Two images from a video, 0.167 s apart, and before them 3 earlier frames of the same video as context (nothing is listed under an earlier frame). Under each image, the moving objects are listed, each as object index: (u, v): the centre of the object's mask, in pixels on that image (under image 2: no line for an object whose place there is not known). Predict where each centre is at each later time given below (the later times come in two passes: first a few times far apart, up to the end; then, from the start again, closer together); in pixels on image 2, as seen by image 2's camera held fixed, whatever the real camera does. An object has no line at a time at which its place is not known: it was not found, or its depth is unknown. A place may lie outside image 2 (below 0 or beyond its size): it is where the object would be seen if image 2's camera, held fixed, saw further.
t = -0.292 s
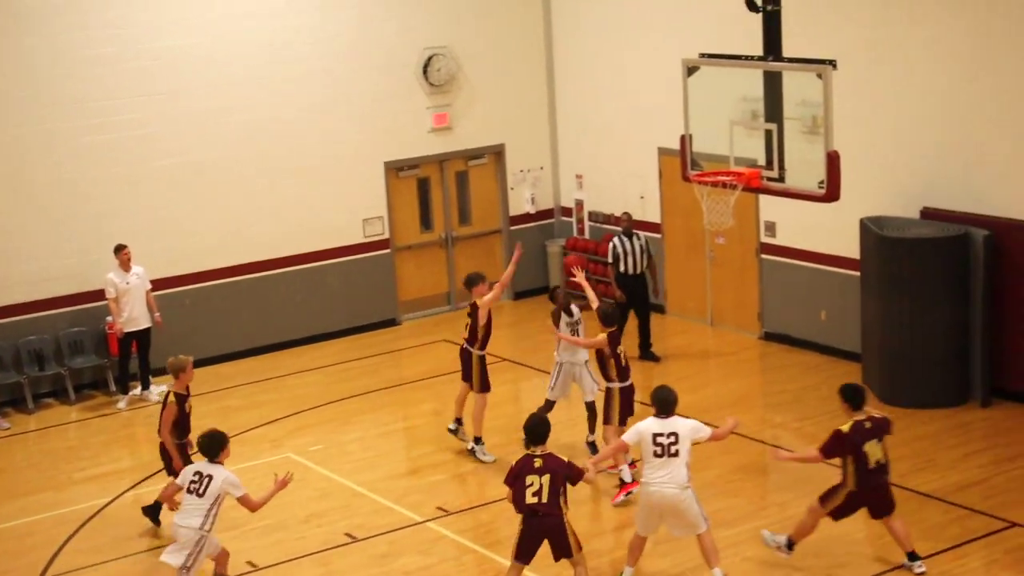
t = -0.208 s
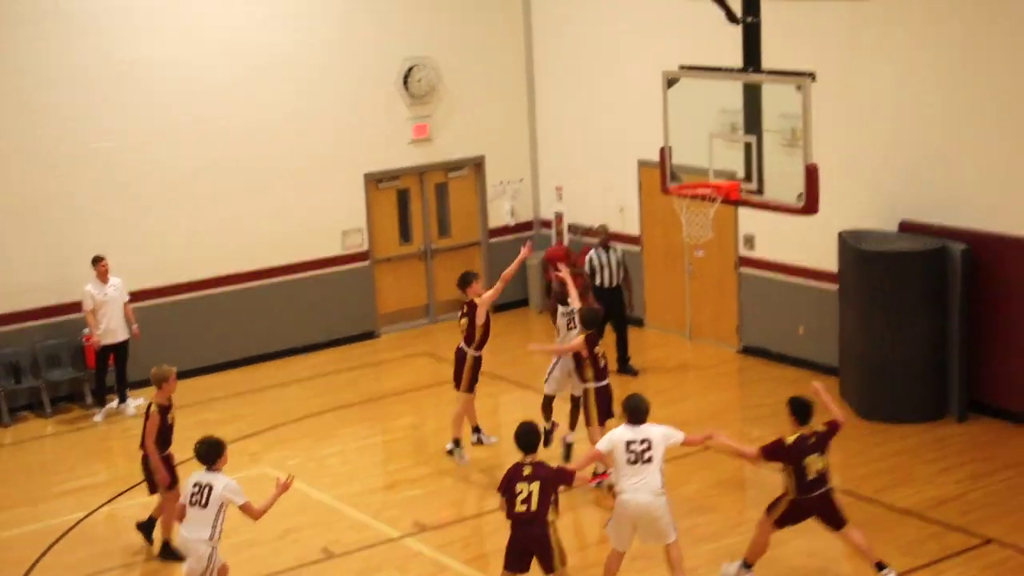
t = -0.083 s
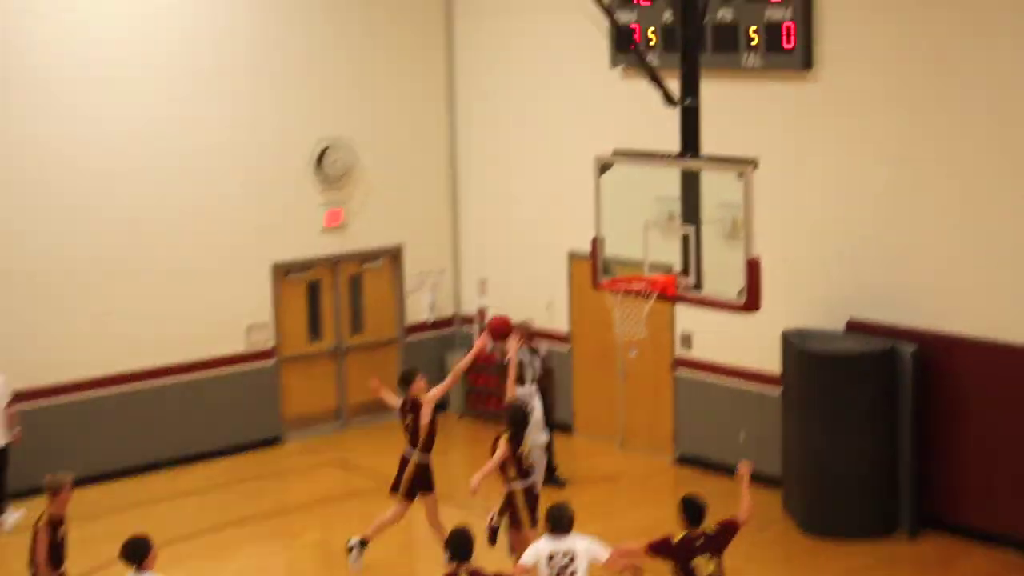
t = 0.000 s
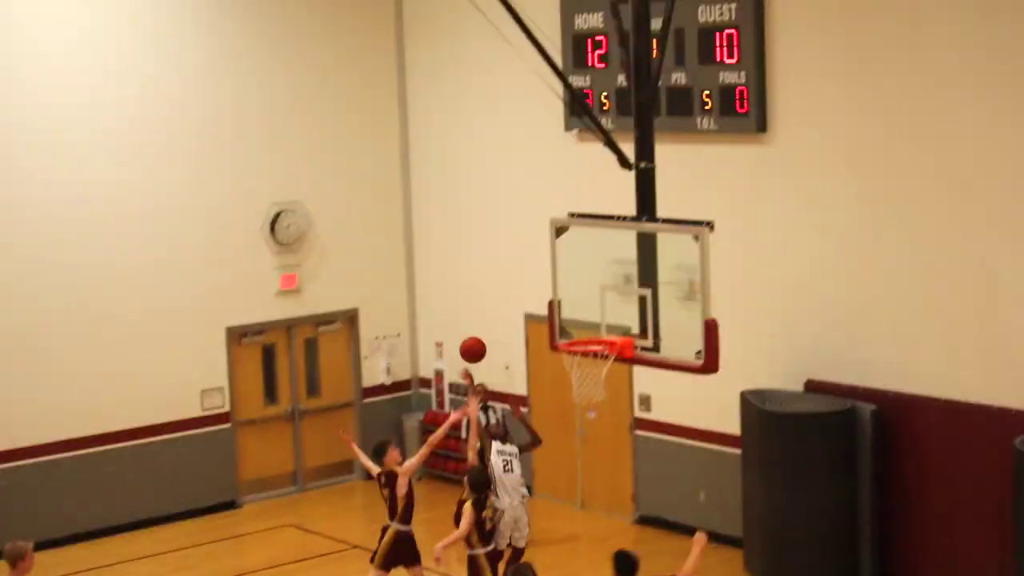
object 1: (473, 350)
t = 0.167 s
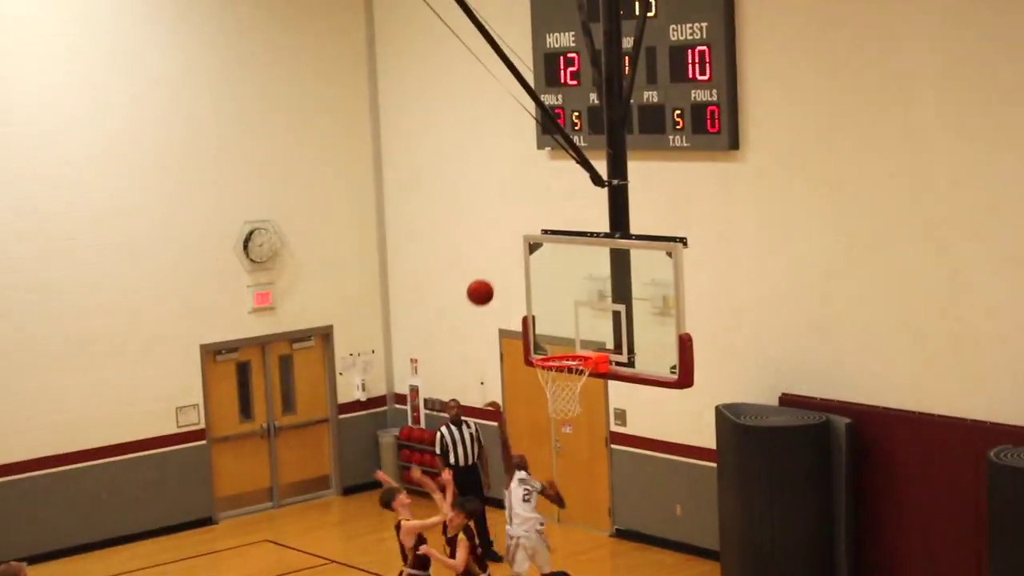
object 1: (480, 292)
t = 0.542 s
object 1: (558, 247)
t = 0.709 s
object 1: (597, 262)
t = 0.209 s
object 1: (487, 281)
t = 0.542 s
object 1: (558, 247)
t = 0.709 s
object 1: (597, 262)
